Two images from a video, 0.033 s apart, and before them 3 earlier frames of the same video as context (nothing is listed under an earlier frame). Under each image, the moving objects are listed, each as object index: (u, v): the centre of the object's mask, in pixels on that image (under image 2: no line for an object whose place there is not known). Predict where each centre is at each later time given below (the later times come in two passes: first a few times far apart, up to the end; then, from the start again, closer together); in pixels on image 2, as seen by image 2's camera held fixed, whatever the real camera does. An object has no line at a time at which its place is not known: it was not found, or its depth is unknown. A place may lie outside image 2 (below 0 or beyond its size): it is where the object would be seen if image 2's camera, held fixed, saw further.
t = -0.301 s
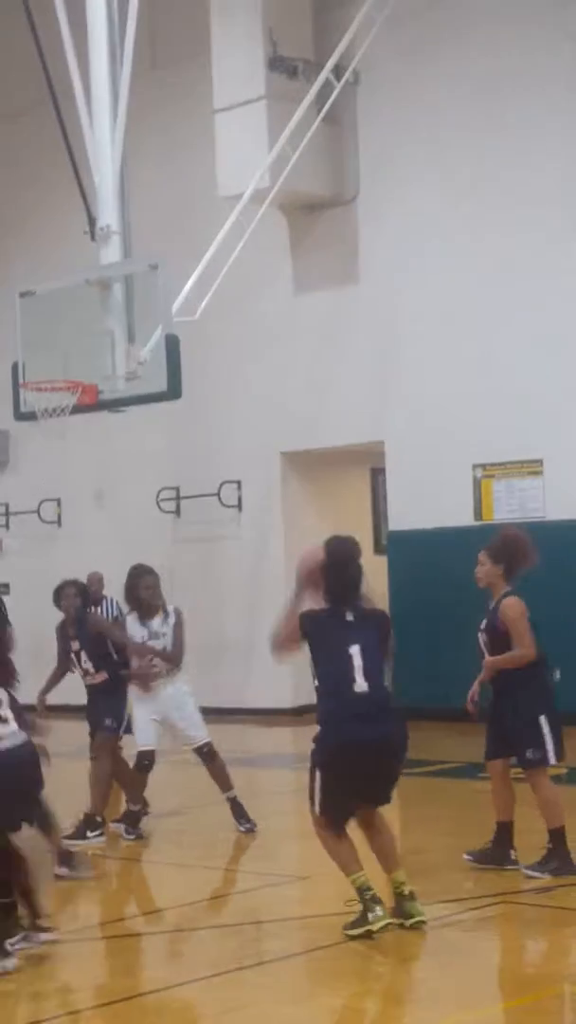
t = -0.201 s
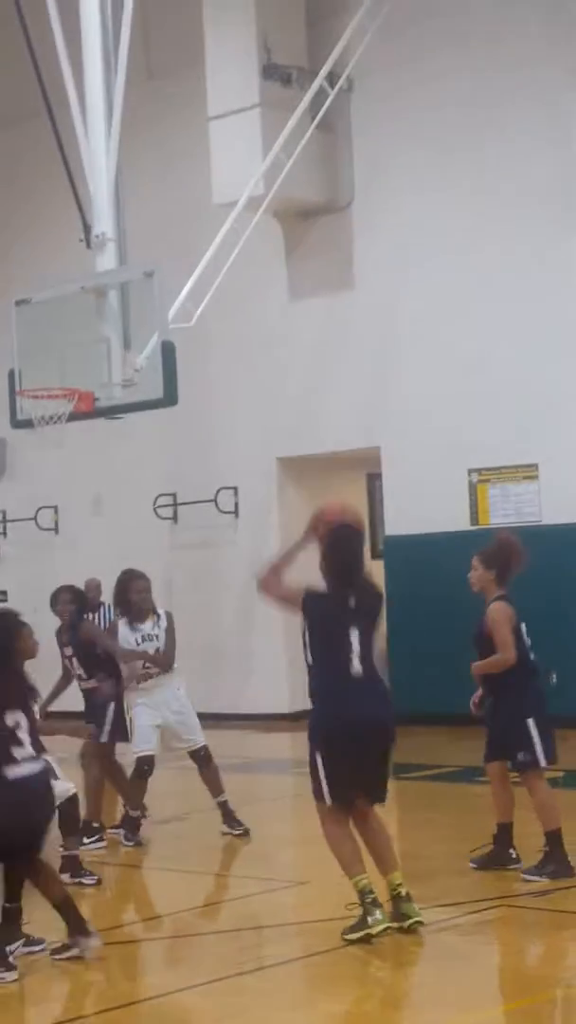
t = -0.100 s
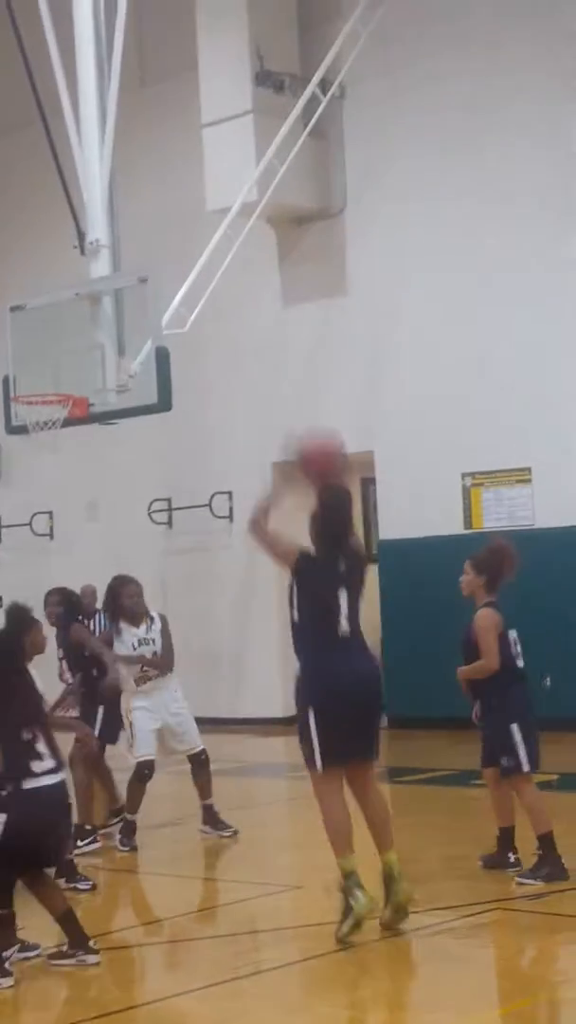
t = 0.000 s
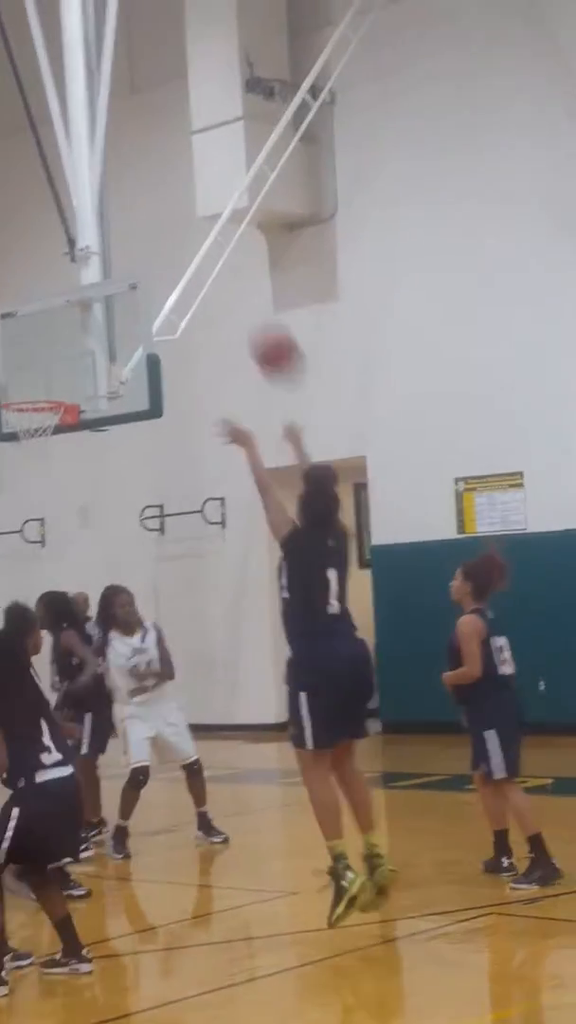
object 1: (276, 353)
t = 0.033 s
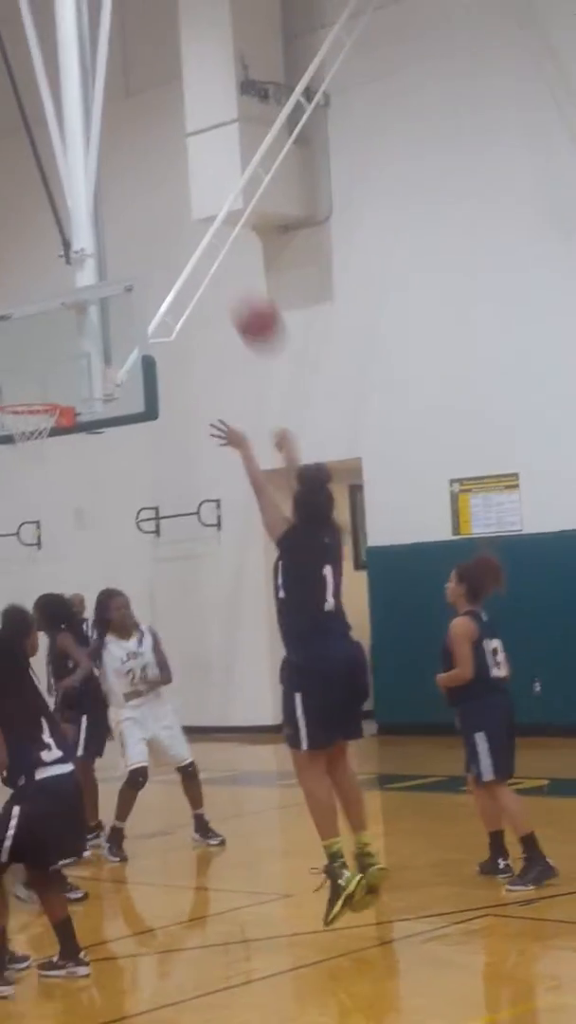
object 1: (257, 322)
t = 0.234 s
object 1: (190, 198)
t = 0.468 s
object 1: (134, 165)
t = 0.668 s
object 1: (99, 204)
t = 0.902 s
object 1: (69, 312)
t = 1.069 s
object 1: (52, 420)
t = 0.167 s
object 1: (211, 228)
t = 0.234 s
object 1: (190, 198)
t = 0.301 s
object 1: (172, 177)
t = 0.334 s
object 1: (164, 171)
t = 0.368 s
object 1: (156, 167)
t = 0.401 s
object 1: (149, 164)
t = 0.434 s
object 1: (141, 163)
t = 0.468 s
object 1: (134, 165)
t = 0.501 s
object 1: (127, 167)
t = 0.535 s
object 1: (121, 172)
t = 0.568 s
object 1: (115, 178)
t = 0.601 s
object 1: (110, 185)
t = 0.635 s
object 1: (104, 194)
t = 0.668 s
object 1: (99, 204)
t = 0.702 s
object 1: (94, 216)
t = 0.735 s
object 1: (89, 229)
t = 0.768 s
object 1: (84, 245)
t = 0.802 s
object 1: (80, 259)
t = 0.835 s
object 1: (75, 275)
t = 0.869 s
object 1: (72, 294)
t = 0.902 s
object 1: (69, 312)
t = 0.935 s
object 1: (65, 330)
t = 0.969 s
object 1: (61, 353)
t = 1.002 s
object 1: (58, 376)
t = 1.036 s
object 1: (55, 396)
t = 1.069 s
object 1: (52, 420)
